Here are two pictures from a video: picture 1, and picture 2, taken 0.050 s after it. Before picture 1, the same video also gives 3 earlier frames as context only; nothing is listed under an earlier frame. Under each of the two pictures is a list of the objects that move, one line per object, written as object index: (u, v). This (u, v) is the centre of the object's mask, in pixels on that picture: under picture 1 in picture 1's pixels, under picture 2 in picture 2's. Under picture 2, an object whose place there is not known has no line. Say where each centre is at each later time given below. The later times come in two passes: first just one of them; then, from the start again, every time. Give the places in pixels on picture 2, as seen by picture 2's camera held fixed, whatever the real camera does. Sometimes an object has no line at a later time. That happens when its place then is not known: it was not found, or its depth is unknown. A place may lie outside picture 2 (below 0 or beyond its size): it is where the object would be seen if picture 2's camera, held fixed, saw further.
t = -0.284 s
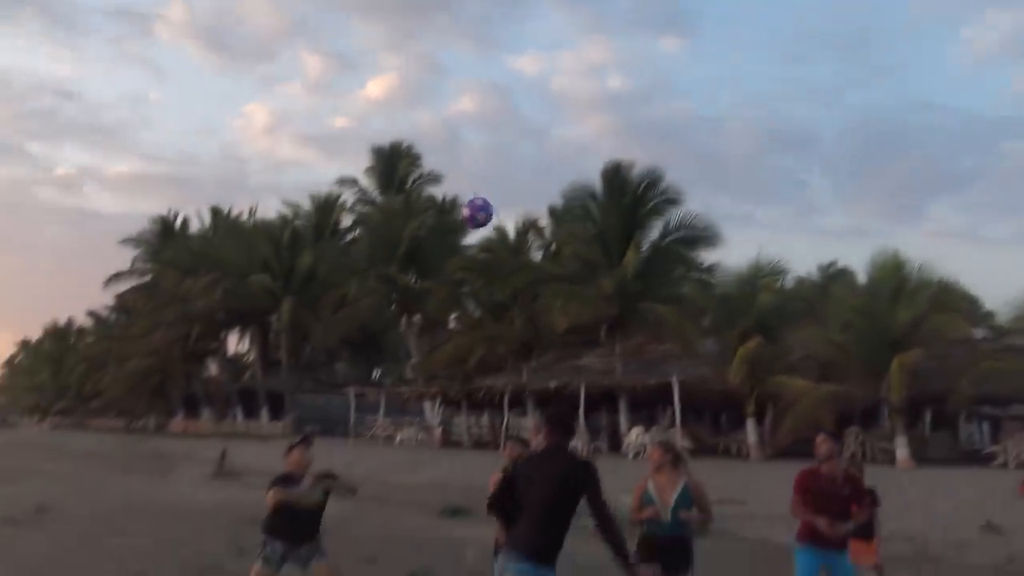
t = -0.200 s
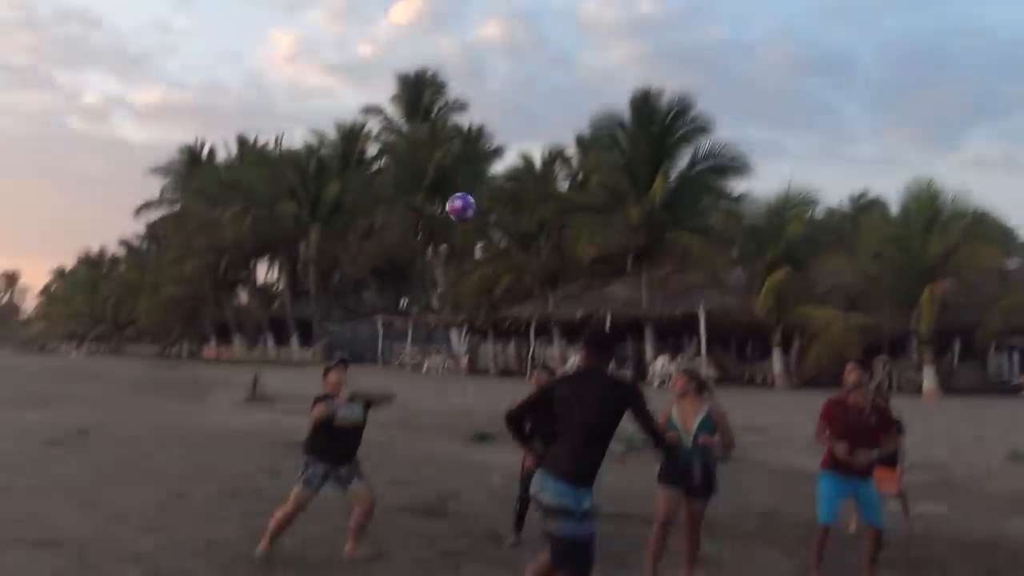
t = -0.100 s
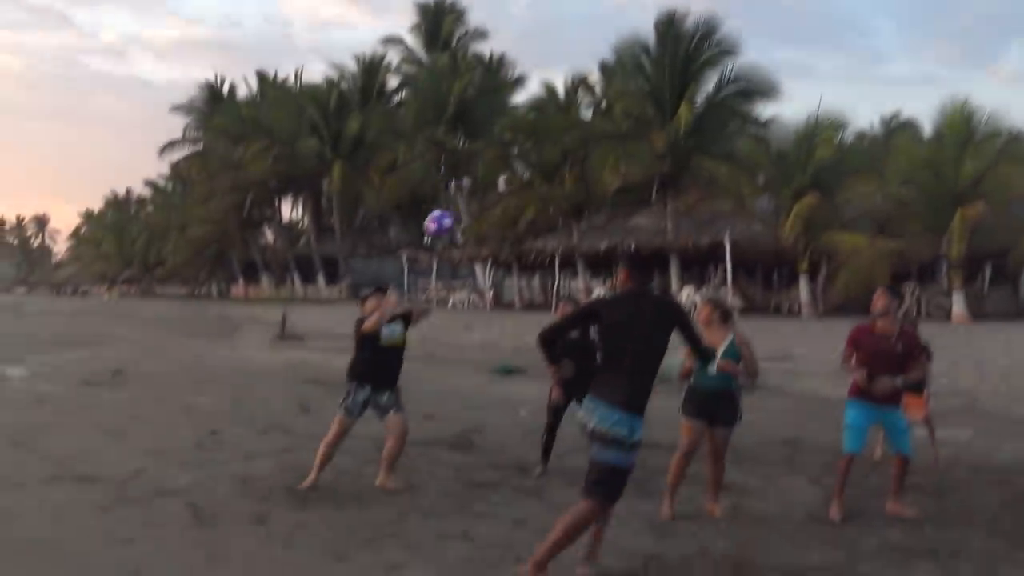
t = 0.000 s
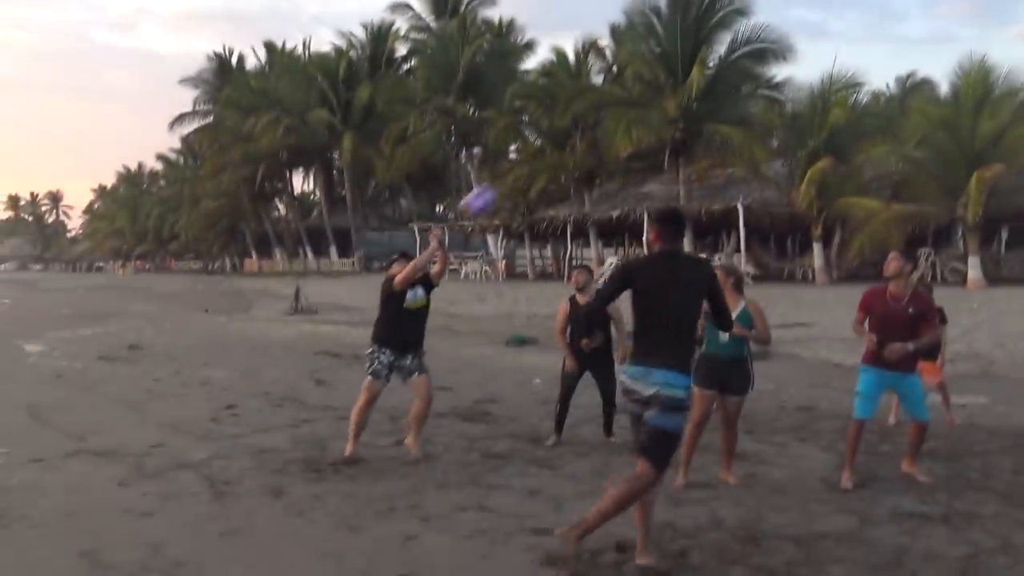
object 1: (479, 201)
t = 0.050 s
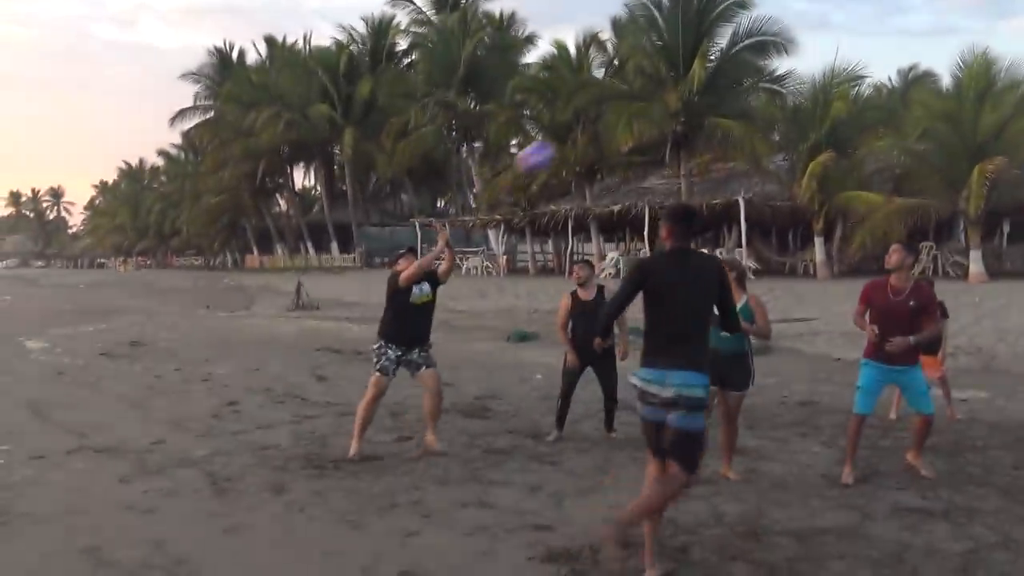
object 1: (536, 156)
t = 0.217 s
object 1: (758, 28)
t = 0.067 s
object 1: (555, 143)
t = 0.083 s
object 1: (576, 130)
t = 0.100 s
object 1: (597, 118)
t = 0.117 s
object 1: (619, 103)
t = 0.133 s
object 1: (640, 91)
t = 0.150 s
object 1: (662, 78)
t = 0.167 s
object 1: (686, 66)
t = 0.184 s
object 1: (708, 53)
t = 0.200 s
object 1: (733, 40)
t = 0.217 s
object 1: (758, 28)
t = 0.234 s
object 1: (789, 17)
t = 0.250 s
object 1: (818, 4)
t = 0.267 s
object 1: (846, -9)
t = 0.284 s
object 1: (874, -20)
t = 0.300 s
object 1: (904, -32)
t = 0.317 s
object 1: (934, -44)
